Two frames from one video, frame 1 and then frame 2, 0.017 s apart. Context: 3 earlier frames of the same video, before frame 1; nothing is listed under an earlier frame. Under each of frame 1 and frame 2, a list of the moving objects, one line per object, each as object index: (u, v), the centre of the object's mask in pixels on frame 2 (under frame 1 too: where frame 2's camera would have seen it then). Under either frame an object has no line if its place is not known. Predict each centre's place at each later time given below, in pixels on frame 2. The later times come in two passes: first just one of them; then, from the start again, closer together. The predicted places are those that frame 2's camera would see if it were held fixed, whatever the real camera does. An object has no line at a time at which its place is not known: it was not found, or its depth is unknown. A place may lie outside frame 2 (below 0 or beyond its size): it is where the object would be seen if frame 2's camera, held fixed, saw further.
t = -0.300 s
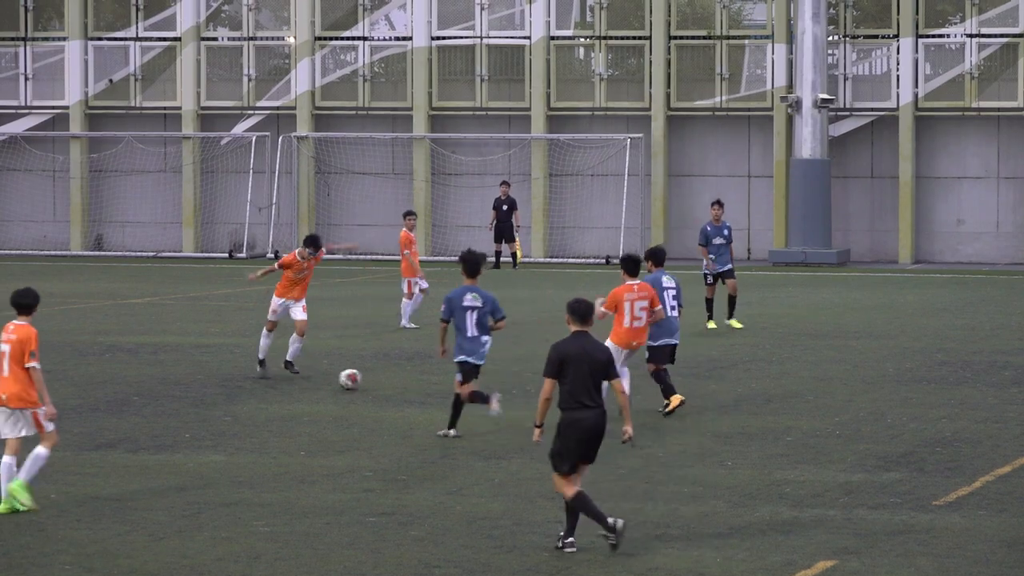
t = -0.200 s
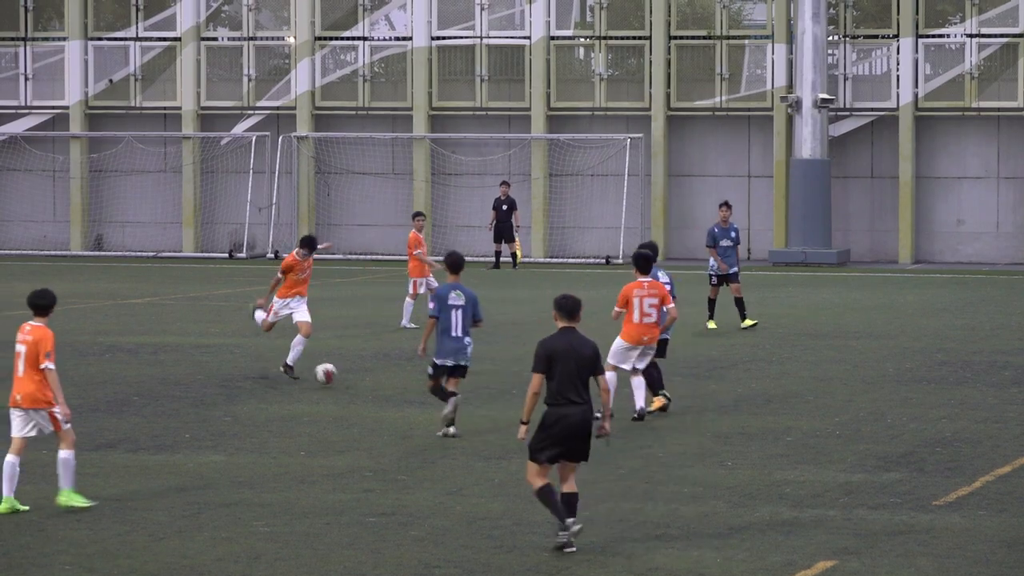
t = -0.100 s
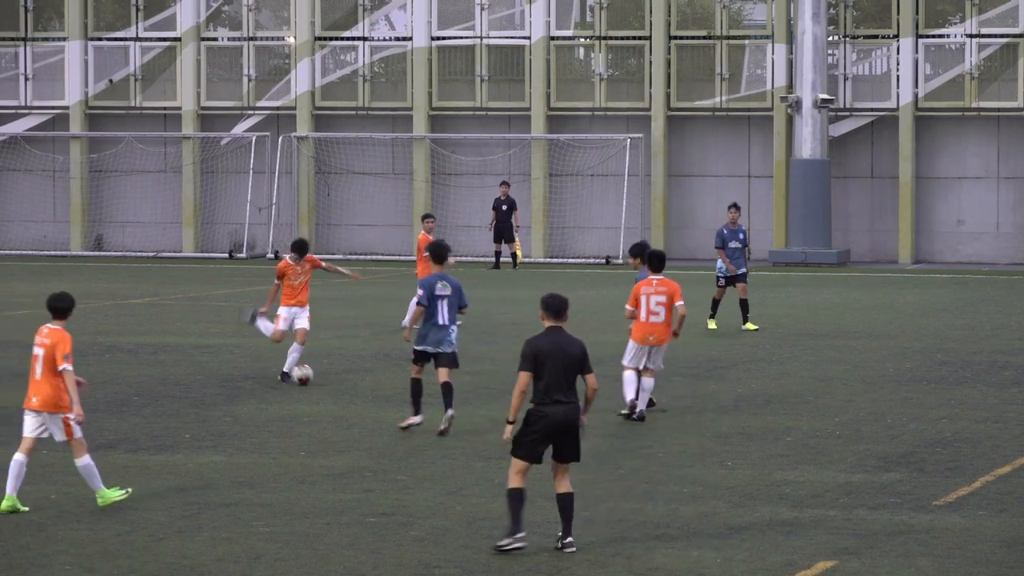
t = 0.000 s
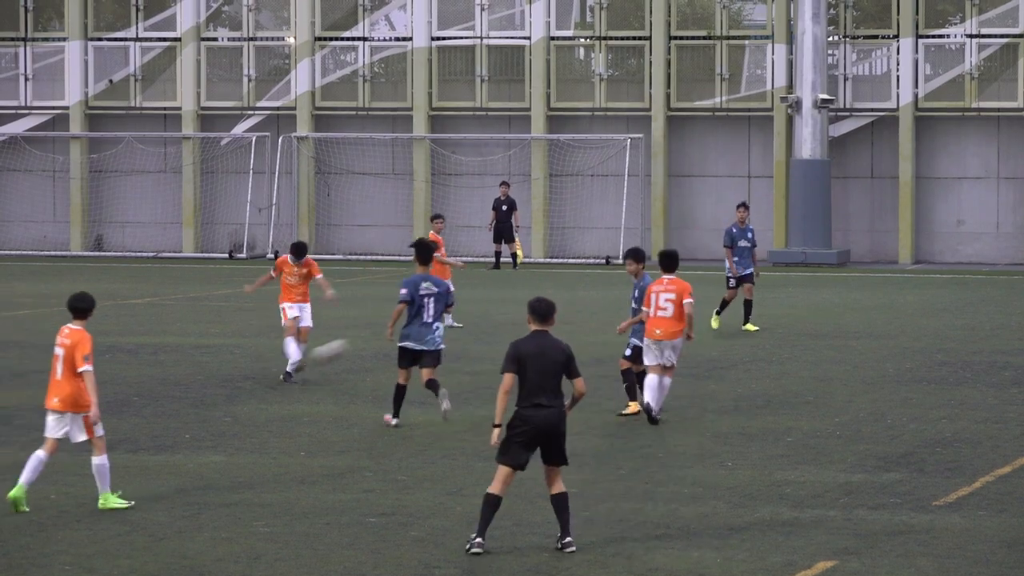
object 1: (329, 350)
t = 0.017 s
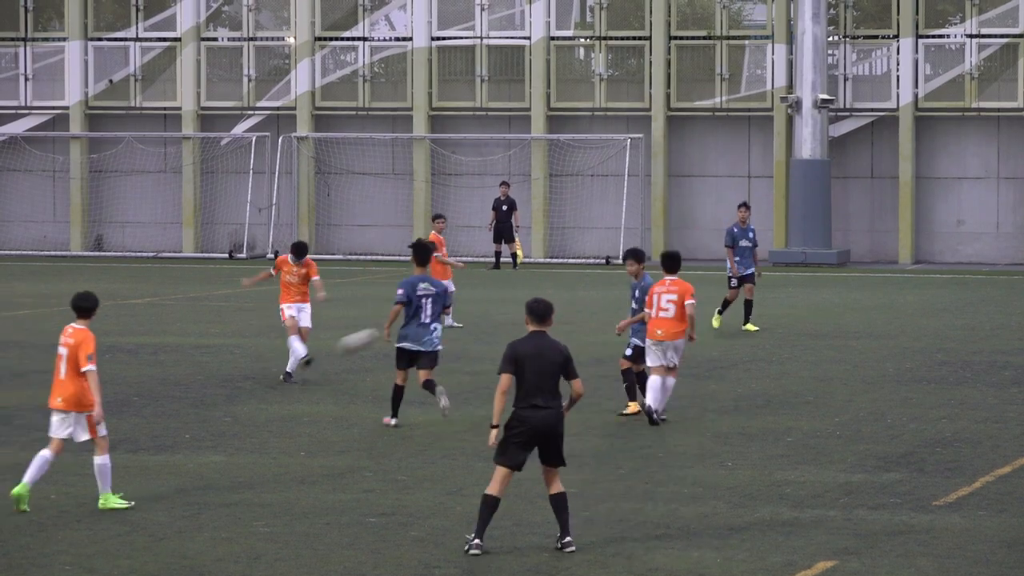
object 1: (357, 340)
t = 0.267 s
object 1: (780, 204)
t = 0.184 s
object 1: (639, 245)
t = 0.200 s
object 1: (665, 236)
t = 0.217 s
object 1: (693, 230)
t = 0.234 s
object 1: (721, 221)
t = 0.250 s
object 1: (744, 212)
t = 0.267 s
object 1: (780, 204)
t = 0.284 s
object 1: (806, 196)
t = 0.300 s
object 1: (835, 190)
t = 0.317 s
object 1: (863, 182)
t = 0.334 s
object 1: (889, 176)
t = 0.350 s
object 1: (920, 168)
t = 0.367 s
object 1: (948, 162)
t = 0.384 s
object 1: (979, 155)
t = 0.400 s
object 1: (1007, 148)
